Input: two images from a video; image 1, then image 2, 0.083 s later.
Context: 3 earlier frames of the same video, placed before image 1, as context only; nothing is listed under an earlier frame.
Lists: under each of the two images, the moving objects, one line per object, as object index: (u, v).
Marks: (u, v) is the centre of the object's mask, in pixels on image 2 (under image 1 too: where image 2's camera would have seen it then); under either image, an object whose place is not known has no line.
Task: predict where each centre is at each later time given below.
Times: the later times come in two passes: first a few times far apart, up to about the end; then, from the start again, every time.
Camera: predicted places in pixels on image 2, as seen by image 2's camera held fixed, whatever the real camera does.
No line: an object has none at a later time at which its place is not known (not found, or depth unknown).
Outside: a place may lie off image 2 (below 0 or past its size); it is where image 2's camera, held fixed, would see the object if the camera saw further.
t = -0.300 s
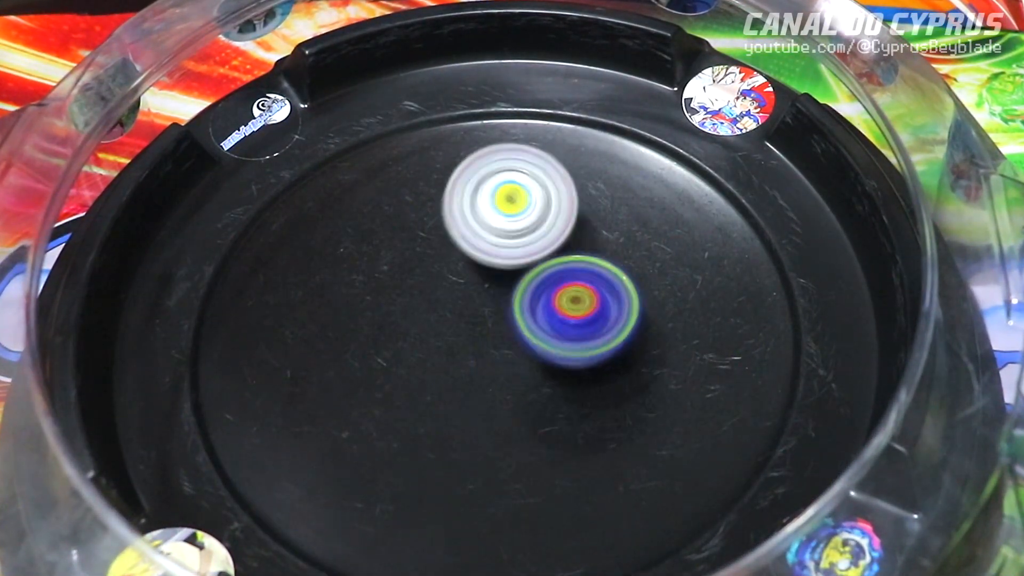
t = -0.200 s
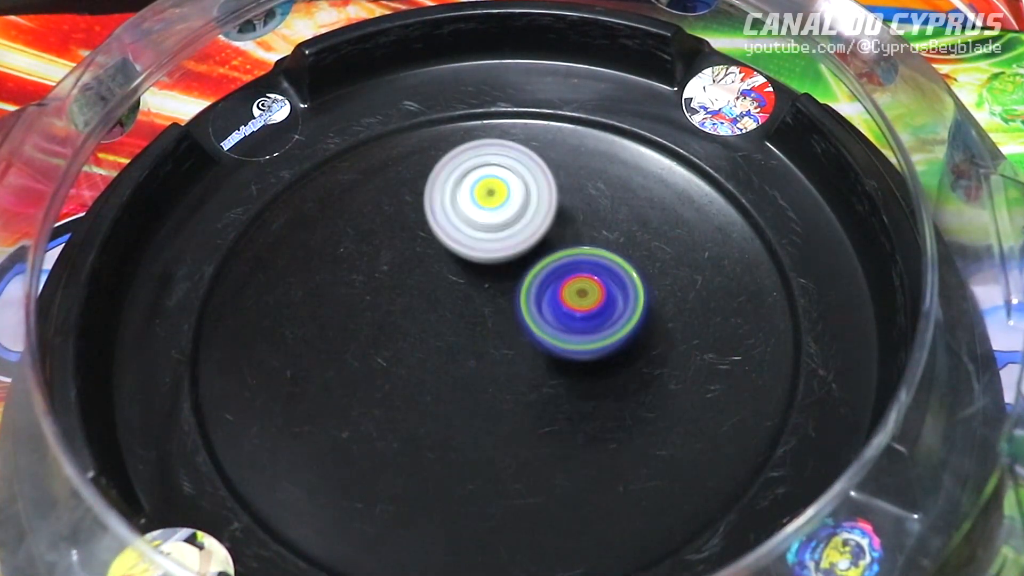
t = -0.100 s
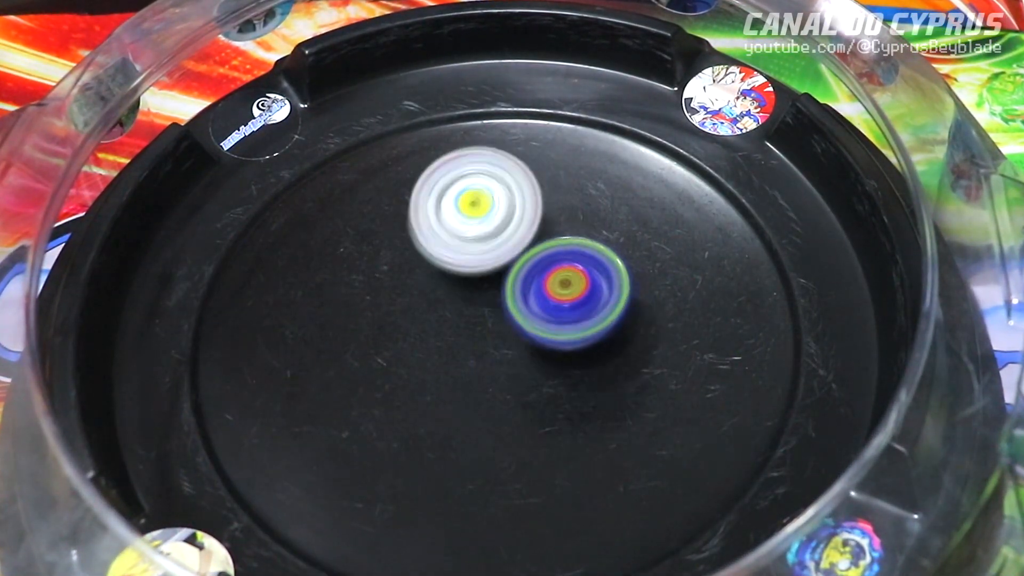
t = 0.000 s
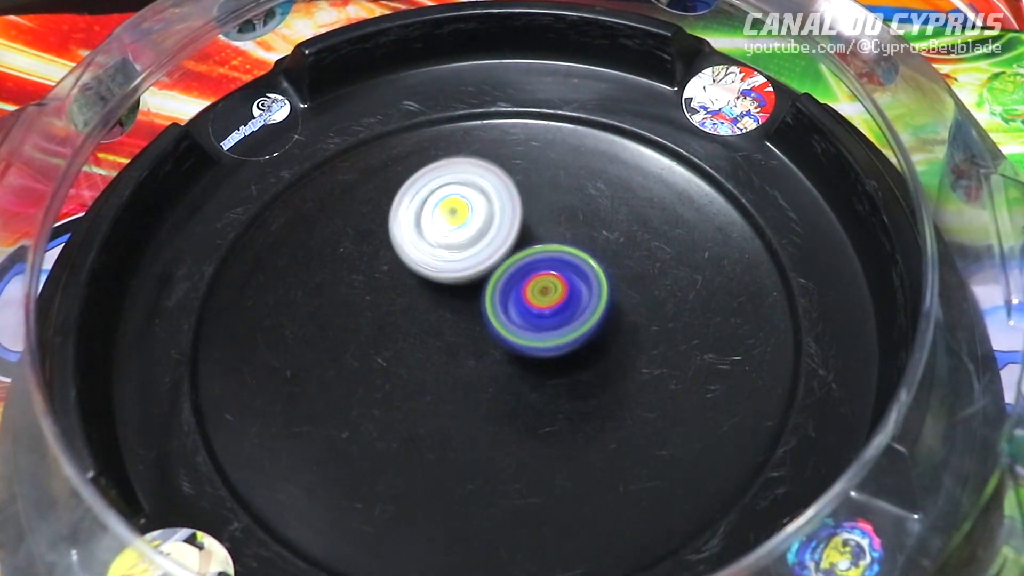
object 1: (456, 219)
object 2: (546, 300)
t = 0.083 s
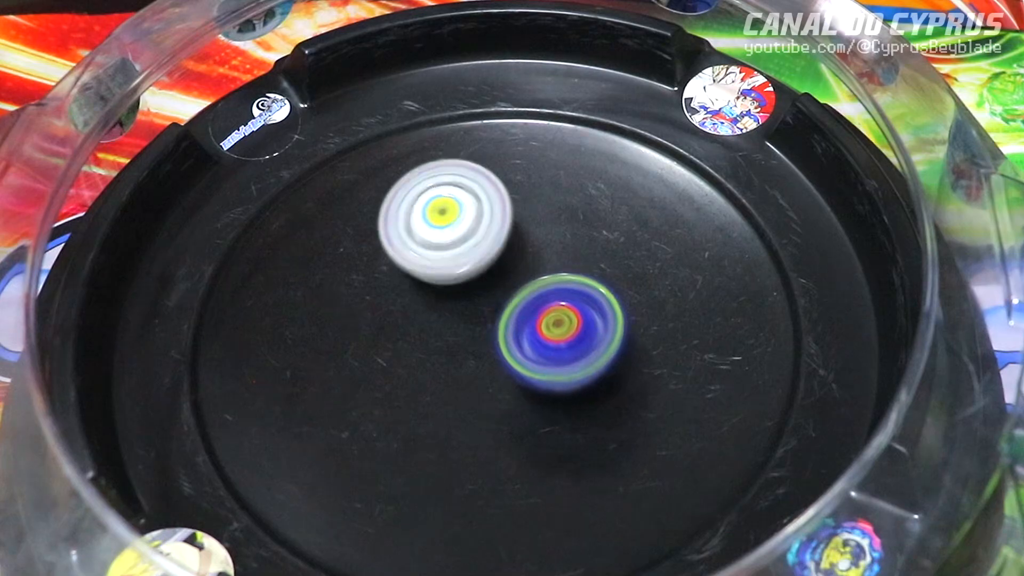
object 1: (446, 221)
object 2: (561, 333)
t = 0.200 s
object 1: (459, 247)
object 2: (588, 356)
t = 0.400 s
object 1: (515, 329)
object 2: (682, 374)
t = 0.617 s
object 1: (556, 357)
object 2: (699, 315)
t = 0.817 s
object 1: (530, 372)
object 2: (639, 286)
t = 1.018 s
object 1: (383, 413)
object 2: (633, 198)
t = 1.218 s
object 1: (333, 422)
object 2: (480, 233)
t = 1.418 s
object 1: (306, 412)
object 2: (431, 311)
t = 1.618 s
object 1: (345, 397)
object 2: (499, 295)
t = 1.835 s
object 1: (401, 360)
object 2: (537, 278)
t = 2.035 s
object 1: (444, 292)
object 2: (582, 257)
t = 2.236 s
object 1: (469, 262)
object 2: (628, 247)
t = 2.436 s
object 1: (505, 246)
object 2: (645, 260)
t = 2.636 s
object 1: (494, 249)
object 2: (726, 311)
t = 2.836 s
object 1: (500, 290)
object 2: (716, 331)
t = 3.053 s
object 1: (484, 328)
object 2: (628, 379)
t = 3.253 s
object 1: (411, 322)
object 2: (567, 453)
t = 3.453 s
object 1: (388, 322)
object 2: (435, 454)
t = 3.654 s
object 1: (409, 307)
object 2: (351, 431)
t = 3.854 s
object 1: (448, 290)
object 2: (304, 375)
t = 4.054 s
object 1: (494, 283)
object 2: (311, 298)
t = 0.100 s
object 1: (446, 225)
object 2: (565, 338)
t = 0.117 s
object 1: (447, 226)
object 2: (568, 342)
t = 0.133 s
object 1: (449, 229)
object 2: (572, 347)
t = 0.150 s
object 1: (450, 232)
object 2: (576, 350)
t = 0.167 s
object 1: (452, 236)
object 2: (580, 352)
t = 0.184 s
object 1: (455, 241)
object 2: (584, 354)
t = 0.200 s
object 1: (459, 247)
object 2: (588, 356)
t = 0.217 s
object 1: (463, 252)
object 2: (593, 358)
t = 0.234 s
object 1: (467, 259)
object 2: (597, 360)
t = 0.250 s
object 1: (471, 268)
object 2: (603, 362)
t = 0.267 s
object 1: (477, 276)
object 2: (607, 363)
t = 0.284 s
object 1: (483, 284)
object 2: (612, 362)
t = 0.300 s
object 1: (490, 293)
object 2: (617, 361)
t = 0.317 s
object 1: (496, 302)
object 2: (622, 360)
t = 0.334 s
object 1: (504, 310)
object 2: (628, 361)
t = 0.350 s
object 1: (508, 315)
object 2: (642, 364)
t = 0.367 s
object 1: (510, 321)
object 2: (658, 369)
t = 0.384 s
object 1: (512, 325)
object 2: (671, 372)
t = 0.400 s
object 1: (515, 329)
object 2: (682, 374)
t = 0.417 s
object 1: (518, 331)
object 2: (689, 375)
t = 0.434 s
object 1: (522, 332)
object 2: (695, 374)
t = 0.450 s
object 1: (525, 336)
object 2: (699, 372)
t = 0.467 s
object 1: (527, 339)
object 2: (704, 369)
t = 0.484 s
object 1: (532, 340)
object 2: (707, 365)
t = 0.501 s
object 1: (538, 341)
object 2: (709, 360)
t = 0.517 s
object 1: (540, 342)
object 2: (710, 355)
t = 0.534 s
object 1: (542, 344)
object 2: (711, 349)
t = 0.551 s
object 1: (545, 346)
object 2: (711, 342)
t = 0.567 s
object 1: (548, 348)
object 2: (709, 335)
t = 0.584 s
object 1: (552, 351)
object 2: (706, 328)
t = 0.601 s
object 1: (555, 355)
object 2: (702, 321)
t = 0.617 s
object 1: (556, 357)
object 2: (699, 315)
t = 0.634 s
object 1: (553, 360)
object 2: (700, 308)
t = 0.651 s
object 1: (550, 364)
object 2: (701, 302)
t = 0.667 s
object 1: (550, 367)
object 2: (701, 296)
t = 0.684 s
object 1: (549, 368)
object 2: (700, 292)
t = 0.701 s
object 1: (547, 369)
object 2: (698, 289)
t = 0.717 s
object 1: (545, 371)
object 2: (694, 286)
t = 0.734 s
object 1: (542, 372)
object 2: (690, 285)
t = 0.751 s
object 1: (541, 373)
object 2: (682, 285)
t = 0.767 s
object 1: (539, 373)
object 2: (673, 285)
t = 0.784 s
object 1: (536, 372)
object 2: (661, 285)
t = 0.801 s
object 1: (534, 372)
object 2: (650, 286)
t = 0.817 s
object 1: (530, 372)
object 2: (639, 286)
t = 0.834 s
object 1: (512, 377)
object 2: (645, 279)
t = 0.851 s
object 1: (490, 383)
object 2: (658, 266)
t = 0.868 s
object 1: (470, 389)
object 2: (667, 254)
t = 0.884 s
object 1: (455, 392)
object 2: (675, 243)
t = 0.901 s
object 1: (440, 397)
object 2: (679, 234)
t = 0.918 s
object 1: (428, 400)
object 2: (680, 226)
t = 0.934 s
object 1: (417, 402)
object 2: (678, 220)
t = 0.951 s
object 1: (409, 403)
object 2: (674, 213)
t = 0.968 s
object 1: (402, 406)
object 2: (667, 208)
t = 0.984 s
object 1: (395, 409)
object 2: (658, 203)
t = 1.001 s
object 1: (389, 411)
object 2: (646, 200)
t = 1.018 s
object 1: (383, 413)
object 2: (633, 198)
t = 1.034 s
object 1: (377, 414)
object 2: (620, 196)
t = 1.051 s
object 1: (371, 417)
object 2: (606, 196)
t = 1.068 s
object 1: (367, 418)
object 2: (592, 196)
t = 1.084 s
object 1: (362, 419)
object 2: (581, 197)
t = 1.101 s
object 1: (357, 419)
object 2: (568, 199)
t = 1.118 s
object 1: (353, 421)
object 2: (556, 201)
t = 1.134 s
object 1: (349, 423)
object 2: (543, 205)
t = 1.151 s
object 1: (345, 423)
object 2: (530, 210)
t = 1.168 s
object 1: (341, 422)
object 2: (517, 215)
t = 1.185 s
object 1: (338, 423)
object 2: (504, 221)
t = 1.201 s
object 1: (336, 423)
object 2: (492, 227)
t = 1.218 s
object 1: (333, 422)
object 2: (480, 233)
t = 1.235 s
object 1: (331, 421)
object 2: (469, 240)
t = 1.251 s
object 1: (329, 420)
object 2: (459, 248)
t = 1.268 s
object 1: (328, 420)
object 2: (450, 256)
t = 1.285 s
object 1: (327, 418)
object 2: (441, 266)
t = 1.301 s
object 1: (326, 415)
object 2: (432, 276)
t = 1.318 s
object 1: (325, 414)
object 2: (424, 287)
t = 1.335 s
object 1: (325, 412)
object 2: (418, 297)
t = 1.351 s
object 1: (325, 410)
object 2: (412, 307)
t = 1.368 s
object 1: (320, 410)
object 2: (414, 311)
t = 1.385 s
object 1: (313, 412)
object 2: (420, 311)
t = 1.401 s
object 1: (307, 413)
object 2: (426, 311)
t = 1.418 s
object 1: (306, 412)
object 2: (431, 311)
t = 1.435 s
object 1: (306, 411)
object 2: (435, 311)
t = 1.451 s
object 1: (307, 409)
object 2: (437, 312)
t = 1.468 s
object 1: (310, 407)
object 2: (439, 312)
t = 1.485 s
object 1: (315, 404)
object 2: (441, 313)
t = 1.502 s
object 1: (320, 401)
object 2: (443, 314)
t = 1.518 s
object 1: (326, 399)
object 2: (444, 314)
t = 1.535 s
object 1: (334, 397)
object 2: (445, 315)
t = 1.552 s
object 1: (338, 397)
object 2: (452, 314)
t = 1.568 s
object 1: (339, 396)
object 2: (464, 308)
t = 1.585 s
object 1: (339, 398)
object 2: (477, 303)
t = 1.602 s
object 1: (342, 398)
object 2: (489, 298)
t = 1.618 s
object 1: (345, 397)
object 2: (499, 295)
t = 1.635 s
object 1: (348, 397)
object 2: (507, 293)
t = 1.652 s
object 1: (350, 397)
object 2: (514, 292)
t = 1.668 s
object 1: (355, 397)
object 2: (520, 290)
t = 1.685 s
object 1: (358, 396)
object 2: (525, 289)
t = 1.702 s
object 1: (360, 396)
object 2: (528, 288)
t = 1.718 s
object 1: (362, 396)
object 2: (531, 286)
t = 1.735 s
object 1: (366, 391)
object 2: (532, 285)
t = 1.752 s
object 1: (371, 388)
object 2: (532, 284)
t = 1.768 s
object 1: (377, 383)
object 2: (533, 283)
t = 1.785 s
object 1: (384, 379)
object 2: (534, 282)
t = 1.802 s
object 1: (389, 373)
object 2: (536, 280)
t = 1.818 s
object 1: (394, 368)
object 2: (537, 279)
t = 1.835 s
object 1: (401, 360)
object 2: (537, 278)
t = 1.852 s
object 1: (410, 352)
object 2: (538, 277)
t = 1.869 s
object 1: (417, 344)
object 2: (539, 276)
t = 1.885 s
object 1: (420, 337)
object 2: (545, 272)
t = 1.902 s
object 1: (423, 332)
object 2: (552, 269)
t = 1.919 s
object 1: (425, 326)
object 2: (559, 266)
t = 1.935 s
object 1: (428, 320)
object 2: (563, 264)
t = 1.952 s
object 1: (431, 314)
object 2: (566, 261)
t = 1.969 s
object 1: (434, 309)
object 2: (568, 259)
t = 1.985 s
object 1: (437, 304)
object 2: (569, 258)
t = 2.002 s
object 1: (440, 301)
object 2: (571, 256)
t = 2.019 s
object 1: (443, 296)
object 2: (575, 257)
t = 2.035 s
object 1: (444, 292)
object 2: (582, 257)
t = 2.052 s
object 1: (444, 289)
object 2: (589, 256)
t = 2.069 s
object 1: (445, 285)
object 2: (595, 256)
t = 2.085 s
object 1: (445, 282)
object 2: (603, 255)
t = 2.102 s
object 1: (447, 280)
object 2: (609, 253)
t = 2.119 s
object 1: (448, 277)
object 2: (615, 252)
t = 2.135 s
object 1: (449, 275)
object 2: (620, 251)
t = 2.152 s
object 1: (450, 272)
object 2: (623, 249)
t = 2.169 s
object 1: (453, 270)
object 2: (626, 248)
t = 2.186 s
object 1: (455, 267)
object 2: (628, 247)
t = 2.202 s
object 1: (459, 265)
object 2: (628, 247)
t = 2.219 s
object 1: (465, 263)
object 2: (628, 247)
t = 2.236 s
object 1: (469, 262)
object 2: (628, 247)
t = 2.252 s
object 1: (475, 259)
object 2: (628, 246)
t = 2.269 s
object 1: (480, 258)
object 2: (629, 246)
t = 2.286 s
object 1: (485, 257)
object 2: (629, 246)
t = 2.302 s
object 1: (491, 255)
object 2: (629, 246)
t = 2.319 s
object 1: (494, 254)
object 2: (633, 248)
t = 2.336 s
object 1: (495, 251)
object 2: (640, 248)
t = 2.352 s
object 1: (496, 249)
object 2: (644, 249)
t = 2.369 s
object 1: (497, 248)
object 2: (648, 250)
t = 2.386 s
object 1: (498, 247)
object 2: (648, 253)
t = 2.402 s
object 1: (500, 246)
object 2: (648, 256)
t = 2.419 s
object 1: (502, 247)
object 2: (647, 257)
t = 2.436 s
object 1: (505, 246)
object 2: (645, 260)
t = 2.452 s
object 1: (507, 247)
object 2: (642, 262)
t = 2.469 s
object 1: (509, 248)
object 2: (639, 266)
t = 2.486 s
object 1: (504, 245)
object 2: (649, 271)
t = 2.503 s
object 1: (500, 244)
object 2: (660, 277)
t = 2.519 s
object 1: (496, 244)
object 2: (668, 283)
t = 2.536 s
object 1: (494, 242)
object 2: (678, 288)
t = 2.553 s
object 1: (493, 243)
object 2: (688, 293)
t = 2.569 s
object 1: (493, 243)
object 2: (696, 297)
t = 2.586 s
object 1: (492, 243)
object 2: (704, 301)
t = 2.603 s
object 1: (492, 246)
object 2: (711, 305)
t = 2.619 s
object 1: (493, 247)
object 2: (719, 308)
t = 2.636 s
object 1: (494, 249)
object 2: (726, 311)
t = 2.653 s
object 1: (494, 252)
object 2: (732, 313)
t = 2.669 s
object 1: (495, 253)
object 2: (735, 316)
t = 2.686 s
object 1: (496, 257)
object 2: (737, 318)
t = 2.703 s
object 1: (497, 261)
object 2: (739, 320)
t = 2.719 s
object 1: (497, 262)
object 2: (739, 322)
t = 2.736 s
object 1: (497, 267)
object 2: (738, 323)
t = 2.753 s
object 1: (498, 271)
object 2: (736, 325)
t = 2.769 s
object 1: (498, 274)
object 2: (732, 326)
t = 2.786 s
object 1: (499, 278)
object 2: (730, 327)
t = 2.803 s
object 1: (500, 281)
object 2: (726, 328)
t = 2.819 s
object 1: (500, 285)
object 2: (721, 329)
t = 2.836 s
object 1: (500, 290)
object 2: (716, 331)
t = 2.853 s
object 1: (500, 291)
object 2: (711, 332)
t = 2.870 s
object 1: (501, 296)
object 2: (706, 334)
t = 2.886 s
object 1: (502, 301)
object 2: (700, 335)
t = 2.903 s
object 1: (502, 302)
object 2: (693, 336)
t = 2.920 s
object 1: (502, 307)
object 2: (685, 338)
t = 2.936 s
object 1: (503, 311)
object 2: (678, 340)
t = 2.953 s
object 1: (503, 314)
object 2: (669, 343)
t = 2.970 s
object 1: (503, 319)
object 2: (659, 346)
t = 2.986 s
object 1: (503, 321)
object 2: (650, 350)
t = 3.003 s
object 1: (503, 325)
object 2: (639, 354)
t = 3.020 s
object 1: (503, 330)
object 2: (629, 359)
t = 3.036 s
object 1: (497, 328)
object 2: (624, 368)
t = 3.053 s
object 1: (484, 328)
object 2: (628, 379)
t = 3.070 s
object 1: (471, 324)
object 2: (632, 387)
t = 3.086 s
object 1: (460, 323)
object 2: (633, 402)
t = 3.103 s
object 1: (450, 322)
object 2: (632, 412)
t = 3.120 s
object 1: (443, 320)
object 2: (630, 419)
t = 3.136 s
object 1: (437, 322)
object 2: (626, 427)
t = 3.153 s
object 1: (433, 320)
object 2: (620, 433)
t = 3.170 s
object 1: (429, 321)
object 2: (612, 439)
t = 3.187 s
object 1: (425, 322)
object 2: (604, 442)
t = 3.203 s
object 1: (421, 320)
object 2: (596, 445)
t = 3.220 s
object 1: (418, 322)
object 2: (587, 448)
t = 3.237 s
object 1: (415, 321)
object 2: (576, 451)
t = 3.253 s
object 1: (411, 322)
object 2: (567, 453)
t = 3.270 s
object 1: (408, 323)
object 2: (557, 454)
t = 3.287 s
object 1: (404, 322)
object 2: (545, 456)
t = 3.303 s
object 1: (401, 324)
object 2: (534, 456)
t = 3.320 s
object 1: (399, 322)
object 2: (522, 457)
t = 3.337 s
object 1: (396, 323)
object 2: (511, 457)
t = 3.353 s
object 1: (394, 323)
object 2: (499, 458)
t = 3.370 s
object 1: (392, 322)
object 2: (486, 458)
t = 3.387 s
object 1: (390, 323)
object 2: (475, 457)
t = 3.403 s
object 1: (390, 322)
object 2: (464, 457)
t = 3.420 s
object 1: (388, 323)
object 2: (453, 456)
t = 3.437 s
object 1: (389, 322)
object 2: (443, 455)
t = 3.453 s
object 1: (388, 322)
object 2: (435, 454)
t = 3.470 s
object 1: (389, 322)
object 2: (426, 452)
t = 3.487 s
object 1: (389, 320)
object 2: (418, 449)
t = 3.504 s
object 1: (389, 321)
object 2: (410, 447)
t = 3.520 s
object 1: (391, 319)
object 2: (403, 444)
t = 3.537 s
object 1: (391, 320)
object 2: (395, 441)
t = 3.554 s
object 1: (393, 320)
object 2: (390, 438)
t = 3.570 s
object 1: (394, 318)
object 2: (384, 434)
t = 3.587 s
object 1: (397, 317)
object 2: (378, 433)
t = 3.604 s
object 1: (400, 313)
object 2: (371, 432)
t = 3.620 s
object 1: (403, 312)
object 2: (364, 434)
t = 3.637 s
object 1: (407, 308)
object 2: (358, 433)
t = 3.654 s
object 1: (409, 307)
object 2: (351, 431)
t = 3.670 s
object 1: (413, 305)
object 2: (345, 429)
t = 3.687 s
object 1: (416, 303)
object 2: (339, 425)
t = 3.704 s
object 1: (419, 303)
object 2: (334, 422)
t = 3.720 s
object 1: (423, 300)
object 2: (329, 418)
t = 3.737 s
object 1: (425, 300)
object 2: (325, 413)
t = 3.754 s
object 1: (429, 298)
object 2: (321, 409)
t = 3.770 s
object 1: (431, 297)
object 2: (317, 404)
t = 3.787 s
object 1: (435, 296)
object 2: (314, 398)
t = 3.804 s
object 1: (438, 294)
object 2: (311, 392)
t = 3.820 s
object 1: (441, 294)
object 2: (309, 388)
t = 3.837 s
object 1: (445, 291)
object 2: (306, 381)
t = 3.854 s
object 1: (448, 290)
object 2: (304, 375)
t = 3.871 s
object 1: (452, 288)
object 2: (303, 369)
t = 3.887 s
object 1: (456, 287)
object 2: (302, 363)
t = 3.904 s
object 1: (460, 286)
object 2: (301, 356)
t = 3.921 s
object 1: (464, 285)
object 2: (301, 351)
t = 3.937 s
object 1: (468, 285)
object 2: (301, 344)
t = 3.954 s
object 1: (471, 284)
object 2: (302, 337)
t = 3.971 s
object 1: (475, 284)
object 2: (302, 331)
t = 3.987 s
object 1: (478, 283)
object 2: (304, 324)
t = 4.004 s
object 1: (482, 283)
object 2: (305, 318)
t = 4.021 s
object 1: (486, 283)
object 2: (307, 311)
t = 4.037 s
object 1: (490, 283)
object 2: (310, 305)
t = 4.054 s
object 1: (494, 283)
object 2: (311, 298)
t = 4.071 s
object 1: (497, 283)
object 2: (314, 291)
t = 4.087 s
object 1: (501, 284)
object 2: (317, 286)
